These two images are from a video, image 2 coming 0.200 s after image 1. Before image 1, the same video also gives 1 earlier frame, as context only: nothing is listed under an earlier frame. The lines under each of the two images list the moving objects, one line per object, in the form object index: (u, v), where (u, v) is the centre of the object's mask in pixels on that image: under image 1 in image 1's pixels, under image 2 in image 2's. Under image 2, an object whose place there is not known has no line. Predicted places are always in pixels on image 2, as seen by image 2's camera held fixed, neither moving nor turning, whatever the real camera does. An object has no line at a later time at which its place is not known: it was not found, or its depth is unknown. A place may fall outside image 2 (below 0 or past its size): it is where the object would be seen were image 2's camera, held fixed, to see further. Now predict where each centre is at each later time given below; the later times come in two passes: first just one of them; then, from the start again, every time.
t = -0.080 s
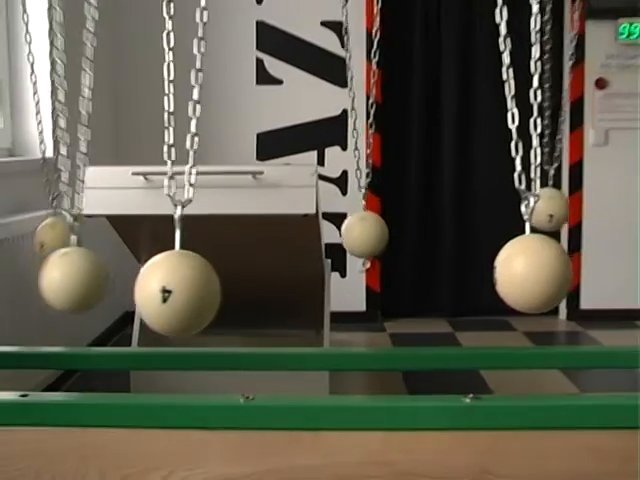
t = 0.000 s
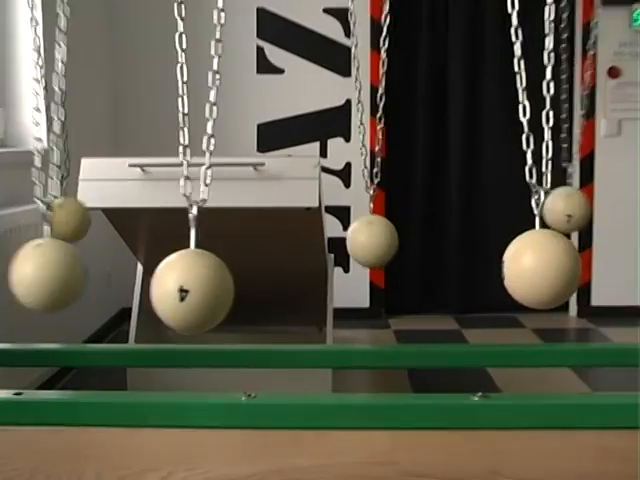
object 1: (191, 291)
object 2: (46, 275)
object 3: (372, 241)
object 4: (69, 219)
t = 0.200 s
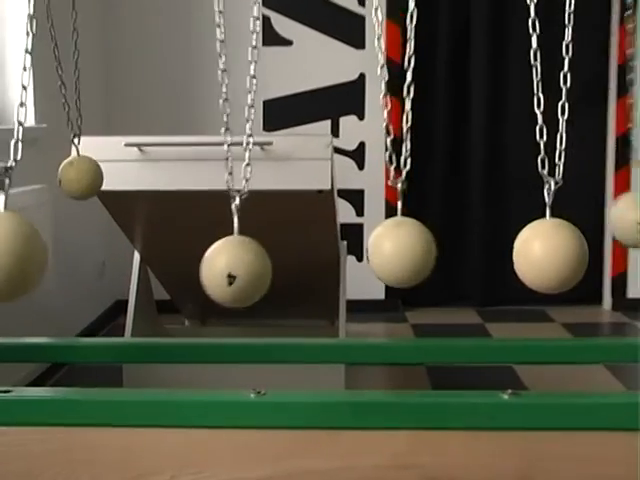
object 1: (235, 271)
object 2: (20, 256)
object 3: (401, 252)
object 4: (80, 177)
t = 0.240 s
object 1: (242, 268)
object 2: (23, 257)
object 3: (402, 256)
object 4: (83, 176)
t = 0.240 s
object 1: (242, 268)
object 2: (23, 257)
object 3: (402, 256)
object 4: (83, 176)
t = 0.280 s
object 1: (249, 263)
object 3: (405, 258)
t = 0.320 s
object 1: (253, 257)
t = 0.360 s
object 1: (258, 250)
